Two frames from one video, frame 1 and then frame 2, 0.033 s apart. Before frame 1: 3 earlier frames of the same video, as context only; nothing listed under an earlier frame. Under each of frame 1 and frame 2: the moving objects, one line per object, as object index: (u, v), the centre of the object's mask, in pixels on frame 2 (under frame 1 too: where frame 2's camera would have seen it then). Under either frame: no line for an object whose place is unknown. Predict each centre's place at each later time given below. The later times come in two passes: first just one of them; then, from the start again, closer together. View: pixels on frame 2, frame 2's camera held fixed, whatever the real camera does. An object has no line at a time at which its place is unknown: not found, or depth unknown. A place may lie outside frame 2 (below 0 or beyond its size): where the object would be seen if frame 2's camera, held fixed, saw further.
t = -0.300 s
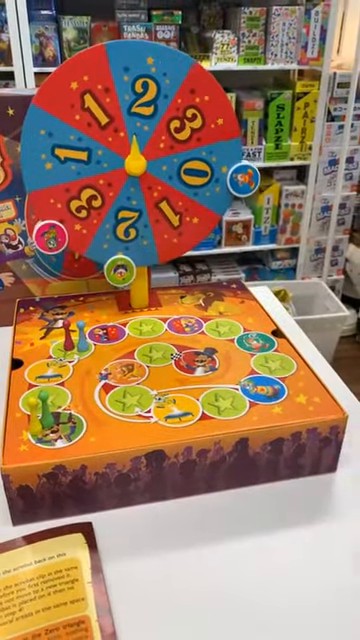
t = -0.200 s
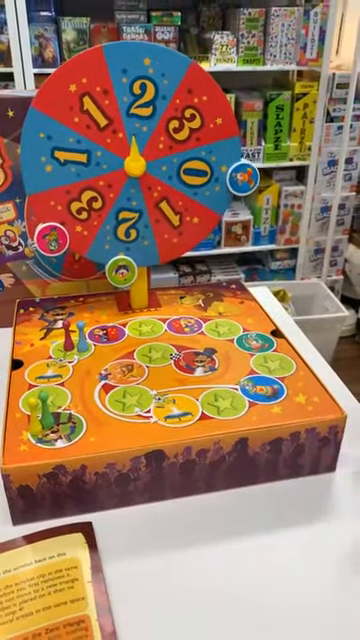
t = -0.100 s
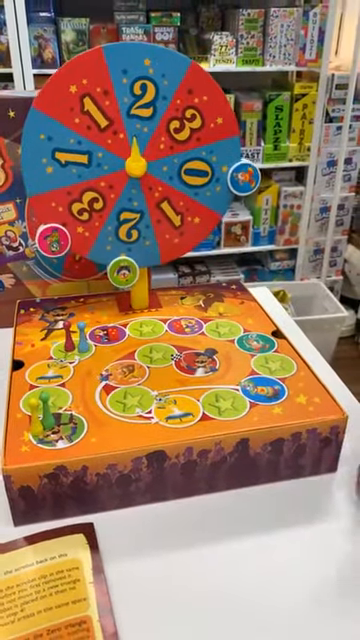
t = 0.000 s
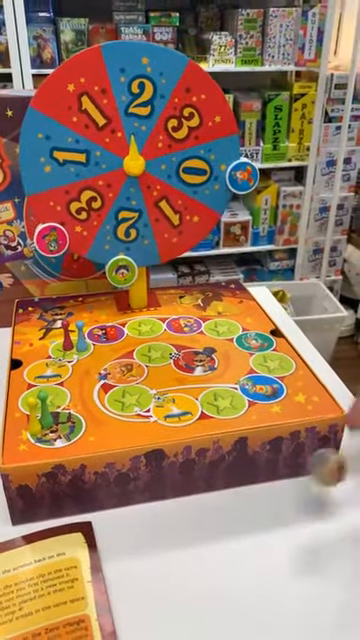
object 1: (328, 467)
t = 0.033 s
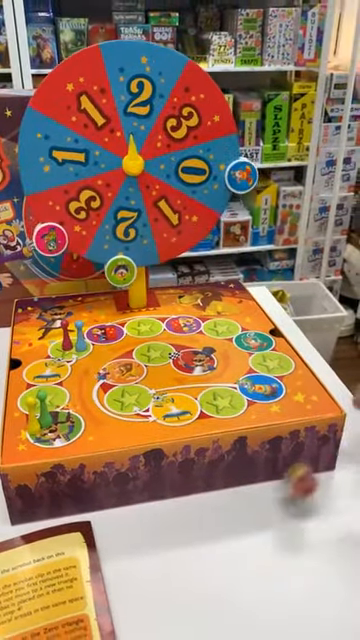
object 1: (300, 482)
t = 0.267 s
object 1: (194, 505)
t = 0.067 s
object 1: (278, 494)
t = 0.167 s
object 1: (233, 487)
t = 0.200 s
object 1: (217, 501)
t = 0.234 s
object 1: (206, 504)
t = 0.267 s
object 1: (194, 505)
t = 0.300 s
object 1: (183, 512)
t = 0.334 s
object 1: (172, 519)
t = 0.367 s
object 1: (162, 525)
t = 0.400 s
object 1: (148, 533)
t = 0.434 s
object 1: (135, 538)
